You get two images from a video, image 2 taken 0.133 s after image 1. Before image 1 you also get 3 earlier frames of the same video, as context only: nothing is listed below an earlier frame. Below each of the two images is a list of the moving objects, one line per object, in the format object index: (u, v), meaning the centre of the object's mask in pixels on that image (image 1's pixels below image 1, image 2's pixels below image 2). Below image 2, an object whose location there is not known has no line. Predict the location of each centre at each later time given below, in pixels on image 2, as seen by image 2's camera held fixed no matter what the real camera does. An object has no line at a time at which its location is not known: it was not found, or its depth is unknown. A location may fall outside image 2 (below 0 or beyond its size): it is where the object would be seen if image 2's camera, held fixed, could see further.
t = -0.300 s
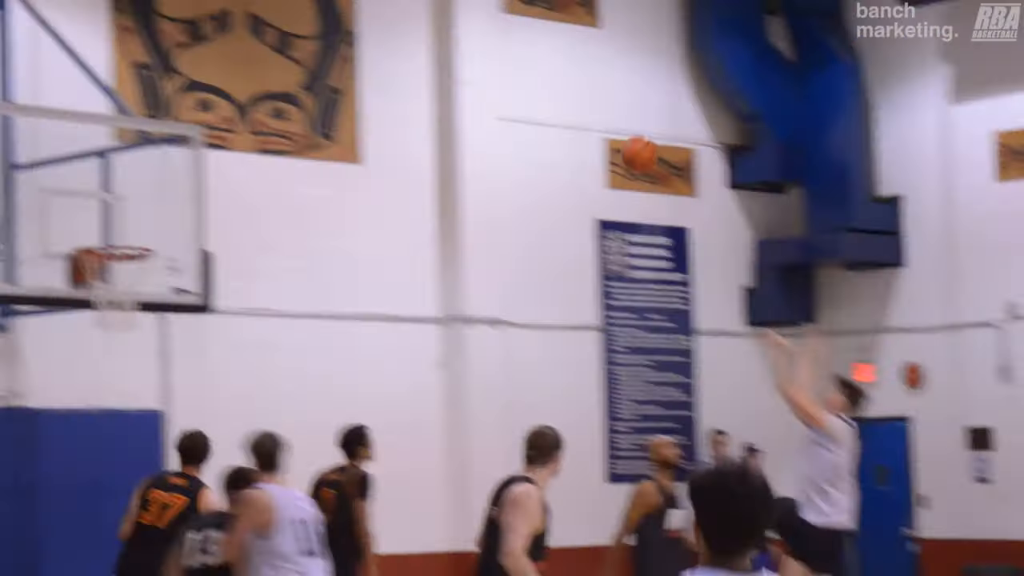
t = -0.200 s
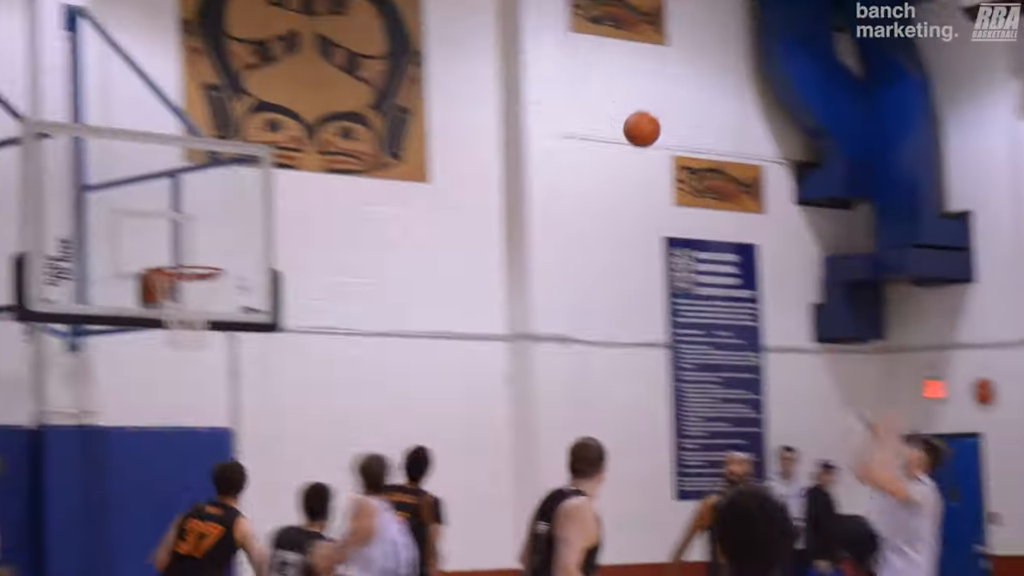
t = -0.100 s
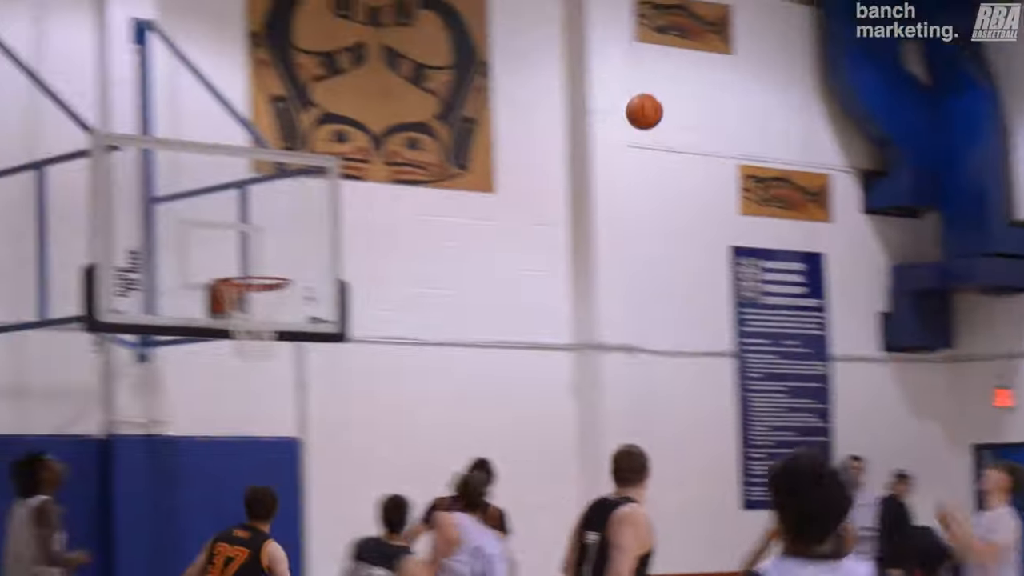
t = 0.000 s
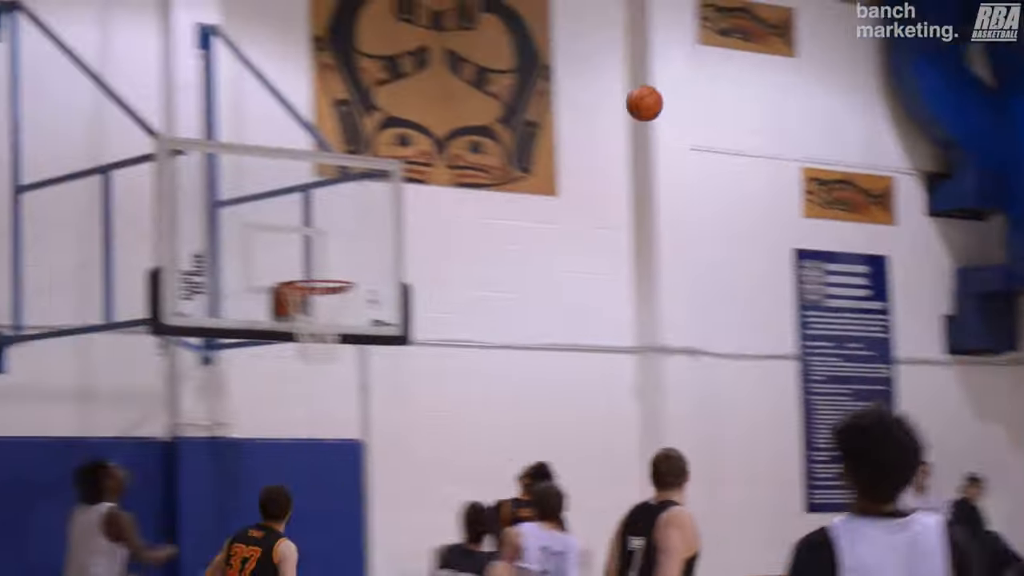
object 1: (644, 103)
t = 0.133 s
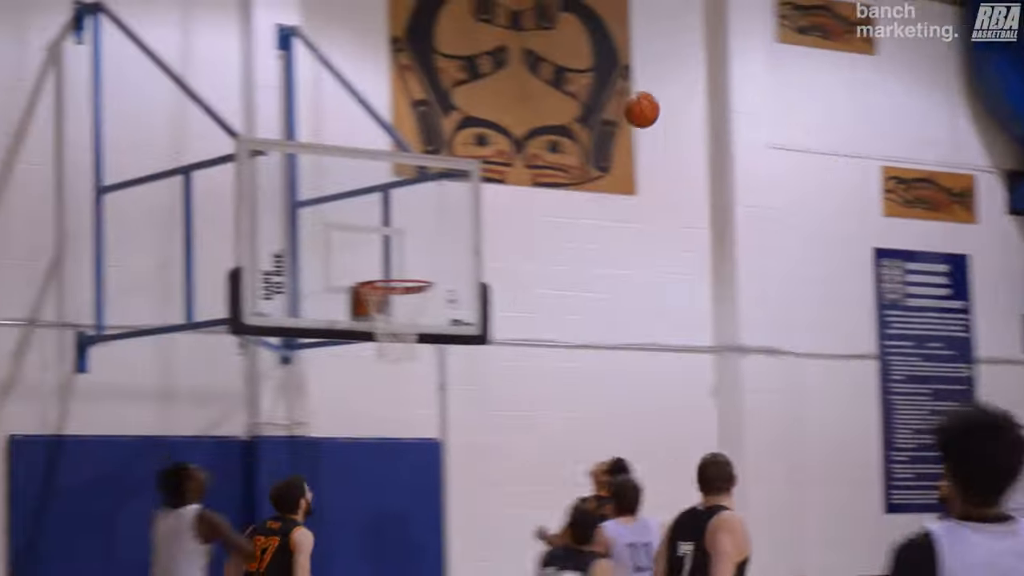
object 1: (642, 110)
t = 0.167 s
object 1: (621, 115)
